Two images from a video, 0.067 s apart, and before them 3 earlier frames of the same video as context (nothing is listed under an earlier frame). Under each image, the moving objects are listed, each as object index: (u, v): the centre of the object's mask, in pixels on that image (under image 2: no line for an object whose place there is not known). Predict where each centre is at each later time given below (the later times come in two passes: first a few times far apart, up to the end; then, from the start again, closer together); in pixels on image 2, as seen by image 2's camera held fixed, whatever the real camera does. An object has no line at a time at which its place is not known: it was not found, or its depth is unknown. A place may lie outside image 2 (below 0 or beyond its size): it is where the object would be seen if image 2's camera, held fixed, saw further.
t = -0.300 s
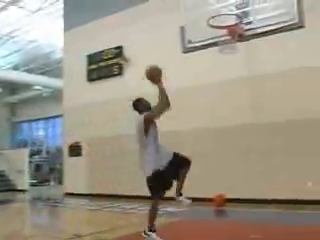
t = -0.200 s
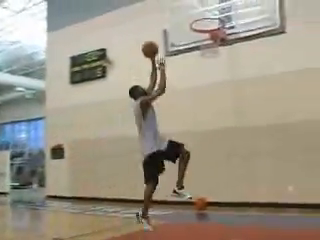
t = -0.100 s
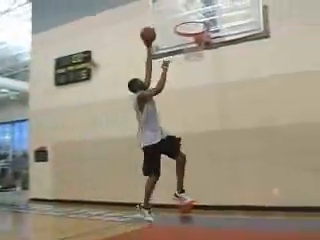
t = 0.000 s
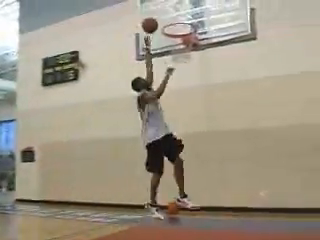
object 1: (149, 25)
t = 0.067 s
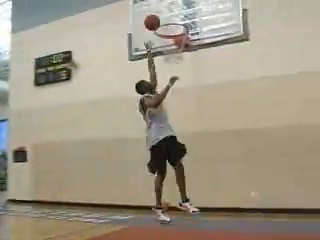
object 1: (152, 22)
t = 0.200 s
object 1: (167, 22)
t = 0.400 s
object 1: (173, 34)
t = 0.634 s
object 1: (172, 48)
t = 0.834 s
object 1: (170, 62)
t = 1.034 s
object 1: (173, 100)
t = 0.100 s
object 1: (157, 21)
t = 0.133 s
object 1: (161, 22)
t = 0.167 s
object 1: (166, 22)
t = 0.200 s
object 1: (167, 22)
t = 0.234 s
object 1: (168, 22)
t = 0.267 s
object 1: (168, 22)
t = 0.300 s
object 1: (169, 23)
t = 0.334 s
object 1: (170, 25)
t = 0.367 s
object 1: (171, 29)
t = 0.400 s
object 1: (173, 34)
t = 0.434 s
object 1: (174, 36)
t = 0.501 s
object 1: (173, 47)
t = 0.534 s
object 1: (174, 47)
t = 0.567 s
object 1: (172, 48)
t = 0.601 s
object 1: (172, 47)
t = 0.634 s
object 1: (172, 48)
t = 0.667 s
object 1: (171, 49)
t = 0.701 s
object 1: (171, 49)
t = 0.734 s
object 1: (170, 52)
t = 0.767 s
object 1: (171, 54)
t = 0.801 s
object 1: (170, 60)
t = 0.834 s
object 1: (170, 62)
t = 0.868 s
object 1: (170, 67)
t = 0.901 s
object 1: (170, 72)
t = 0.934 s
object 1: (170, 78)
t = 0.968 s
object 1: (171, 85)
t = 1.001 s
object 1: (172, 93)
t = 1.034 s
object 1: (173, 100)
